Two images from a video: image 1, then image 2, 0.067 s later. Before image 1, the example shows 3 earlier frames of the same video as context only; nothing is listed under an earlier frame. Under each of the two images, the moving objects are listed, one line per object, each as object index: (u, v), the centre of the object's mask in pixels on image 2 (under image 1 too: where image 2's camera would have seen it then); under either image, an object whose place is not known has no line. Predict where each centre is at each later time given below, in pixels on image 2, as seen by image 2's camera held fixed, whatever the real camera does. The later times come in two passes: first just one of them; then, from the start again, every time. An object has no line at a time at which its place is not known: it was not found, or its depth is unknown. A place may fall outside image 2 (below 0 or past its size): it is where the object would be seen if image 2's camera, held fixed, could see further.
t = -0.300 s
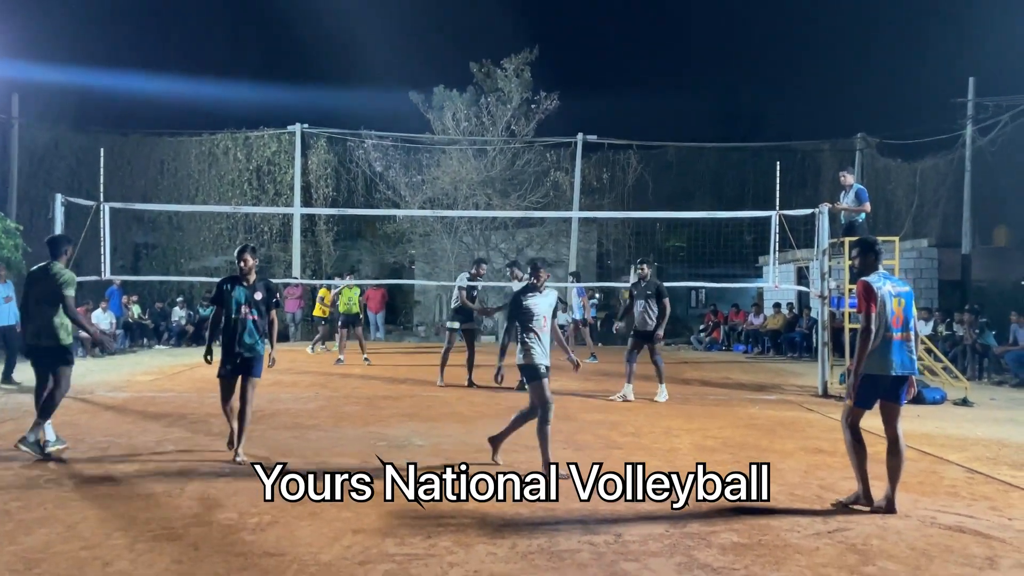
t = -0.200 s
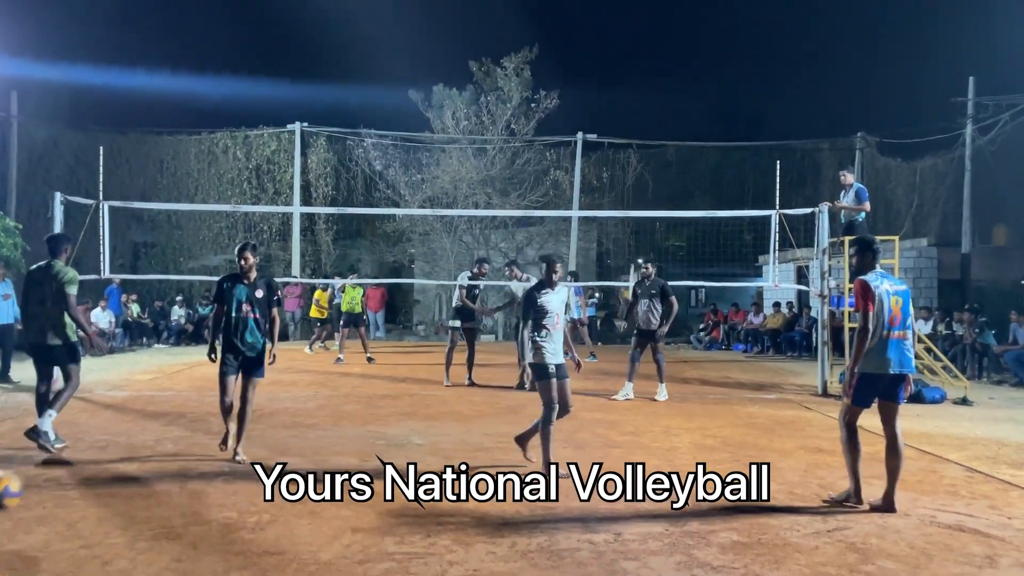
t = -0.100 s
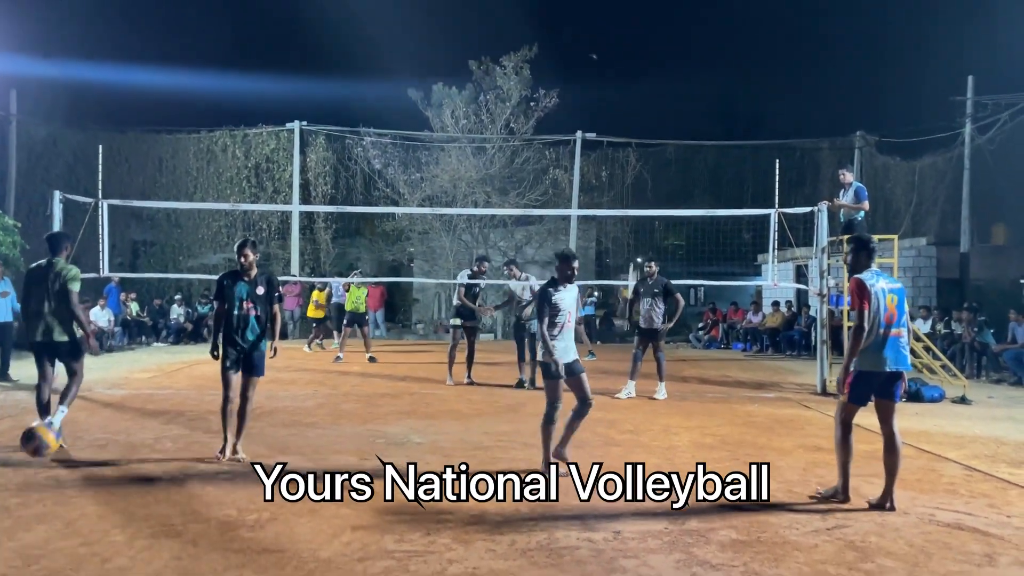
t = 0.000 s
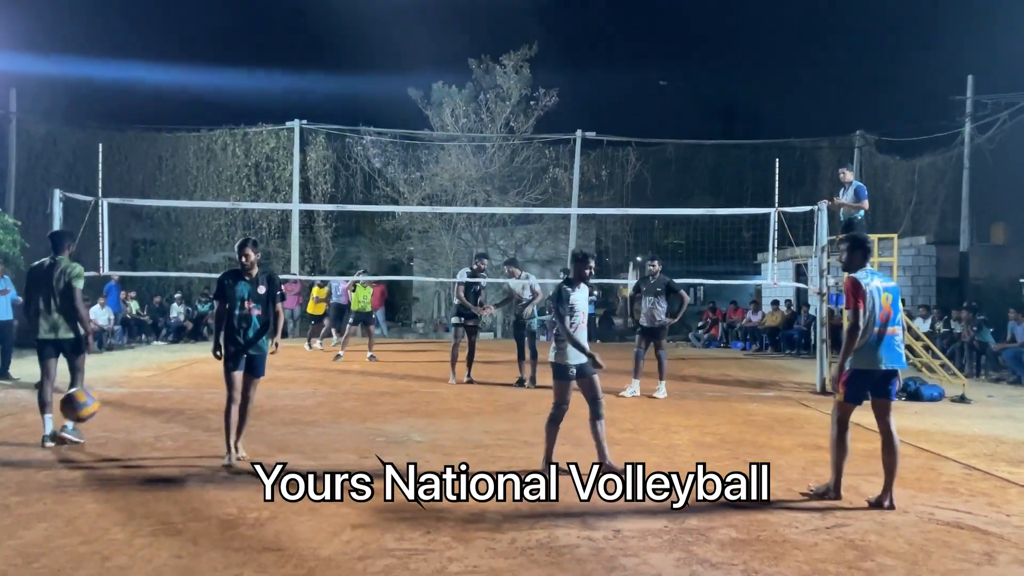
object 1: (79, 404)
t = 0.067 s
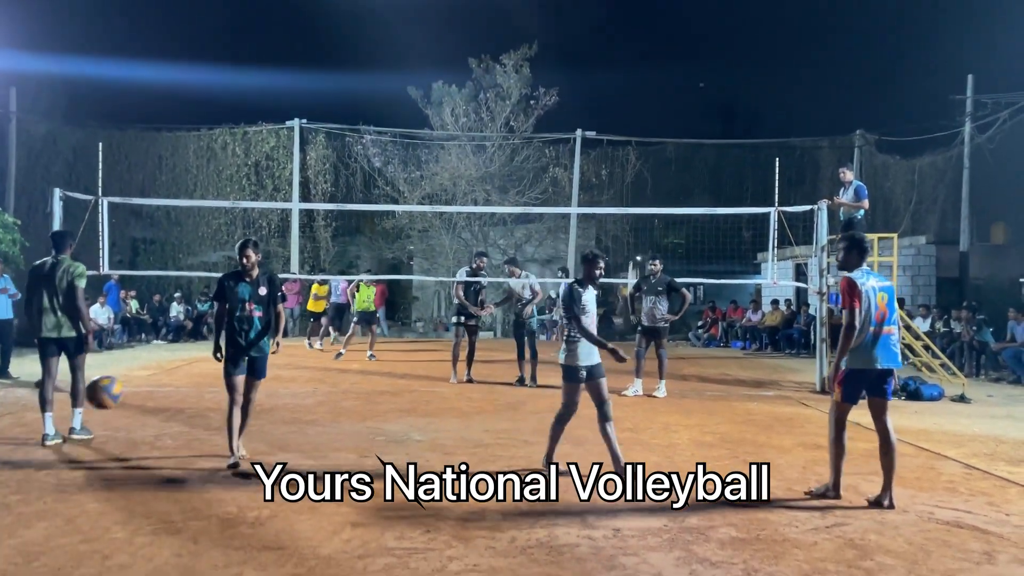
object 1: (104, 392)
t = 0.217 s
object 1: (155, 393)
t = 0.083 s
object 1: (109, 391)
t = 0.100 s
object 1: (116, 389)
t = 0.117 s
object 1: (122, 388)
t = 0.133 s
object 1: (127, 388)
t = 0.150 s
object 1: (133, 388)
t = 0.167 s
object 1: (138, 389)
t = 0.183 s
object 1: (144, 390)
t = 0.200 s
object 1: (149, 391)
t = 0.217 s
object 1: (155, 393)
